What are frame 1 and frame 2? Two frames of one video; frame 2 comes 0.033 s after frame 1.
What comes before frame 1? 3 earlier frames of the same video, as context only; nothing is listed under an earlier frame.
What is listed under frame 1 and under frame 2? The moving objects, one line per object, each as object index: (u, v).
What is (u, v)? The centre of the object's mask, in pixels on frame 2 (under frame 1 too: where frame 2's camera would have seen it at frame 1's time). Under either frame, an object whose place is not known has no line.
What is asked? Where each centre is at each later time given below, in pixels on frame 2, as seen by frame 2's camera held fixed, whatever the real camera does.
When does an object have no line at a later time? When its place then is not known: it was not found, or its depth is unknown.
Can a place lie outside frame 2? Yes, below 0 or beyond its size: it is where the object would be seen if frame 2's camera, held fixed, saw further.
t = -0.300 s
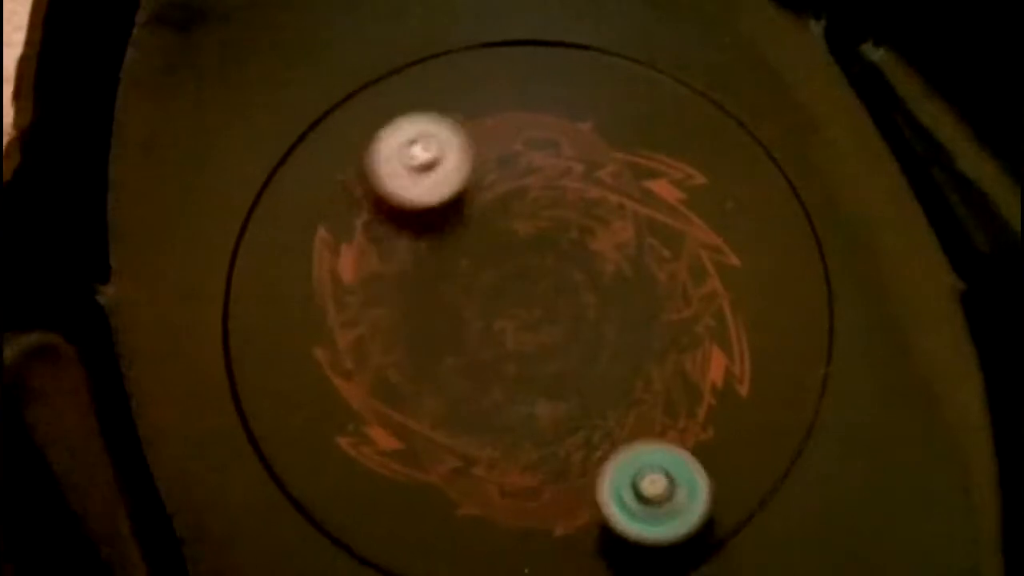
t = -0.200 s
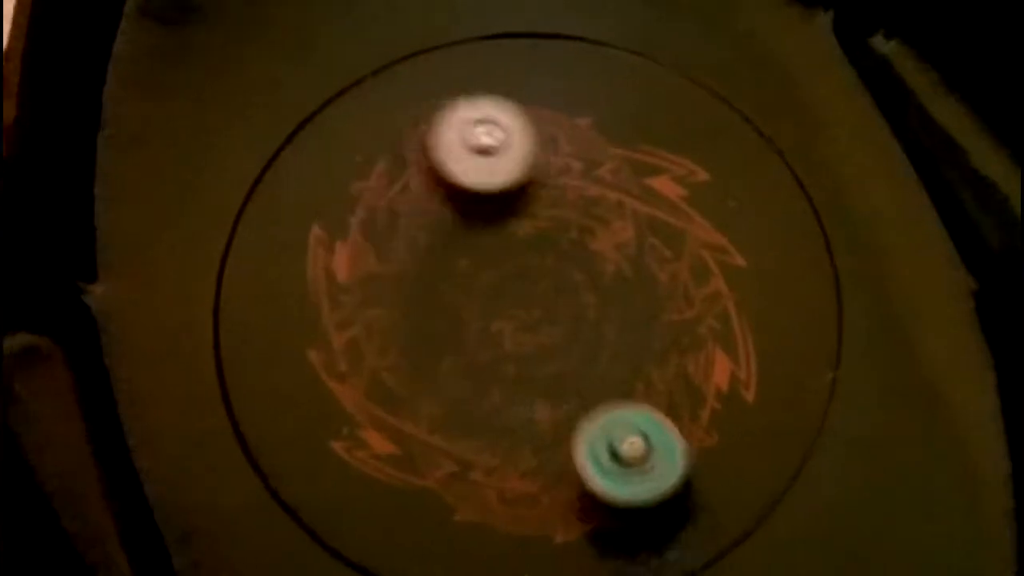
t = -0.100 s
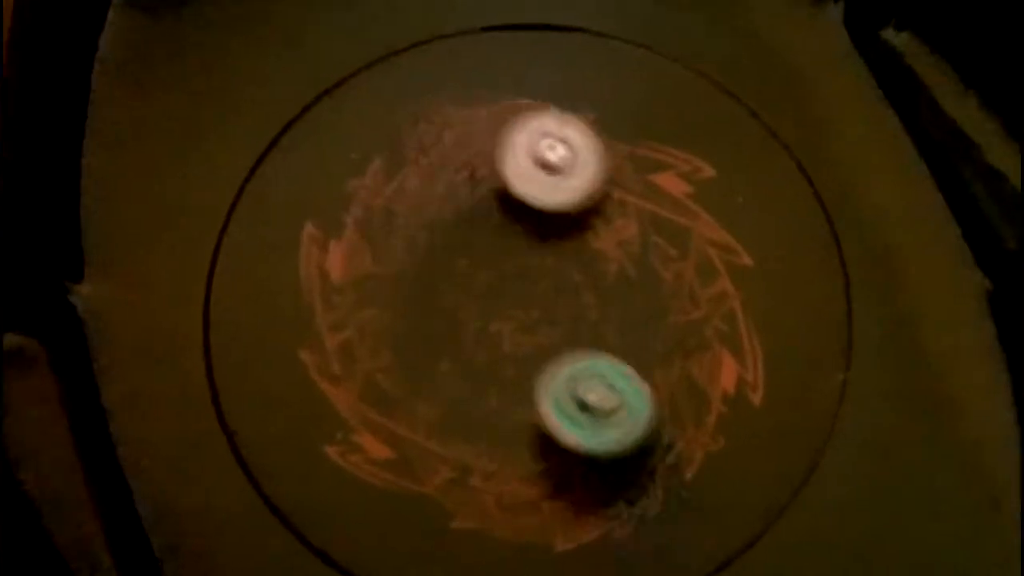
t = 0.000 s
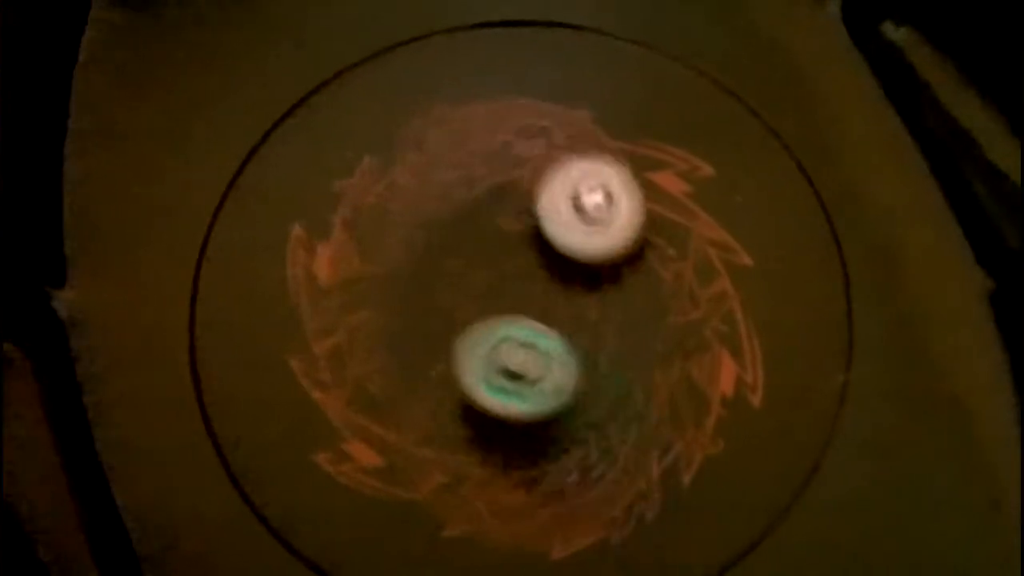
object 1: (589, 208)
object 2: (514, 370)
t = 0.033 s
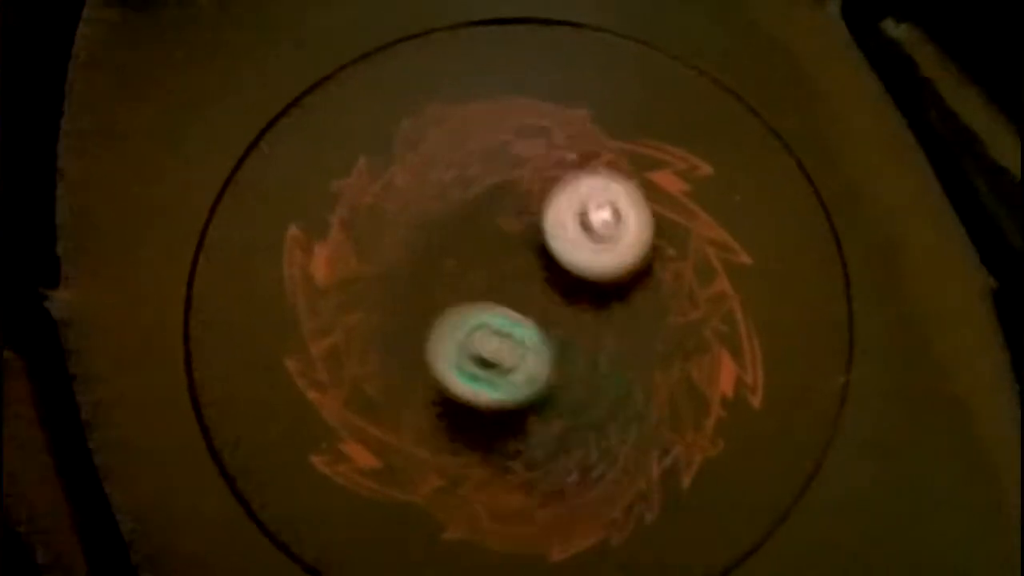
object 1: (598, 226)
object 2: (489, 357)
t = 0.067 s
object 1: (605, 243)
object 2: (464, 342)
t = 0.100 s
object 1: (611, 262)
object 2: (441, 326)
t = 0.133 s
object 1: (616, 281)
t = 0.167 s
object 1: (621, 299)
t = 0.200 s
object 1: (625, 317)
